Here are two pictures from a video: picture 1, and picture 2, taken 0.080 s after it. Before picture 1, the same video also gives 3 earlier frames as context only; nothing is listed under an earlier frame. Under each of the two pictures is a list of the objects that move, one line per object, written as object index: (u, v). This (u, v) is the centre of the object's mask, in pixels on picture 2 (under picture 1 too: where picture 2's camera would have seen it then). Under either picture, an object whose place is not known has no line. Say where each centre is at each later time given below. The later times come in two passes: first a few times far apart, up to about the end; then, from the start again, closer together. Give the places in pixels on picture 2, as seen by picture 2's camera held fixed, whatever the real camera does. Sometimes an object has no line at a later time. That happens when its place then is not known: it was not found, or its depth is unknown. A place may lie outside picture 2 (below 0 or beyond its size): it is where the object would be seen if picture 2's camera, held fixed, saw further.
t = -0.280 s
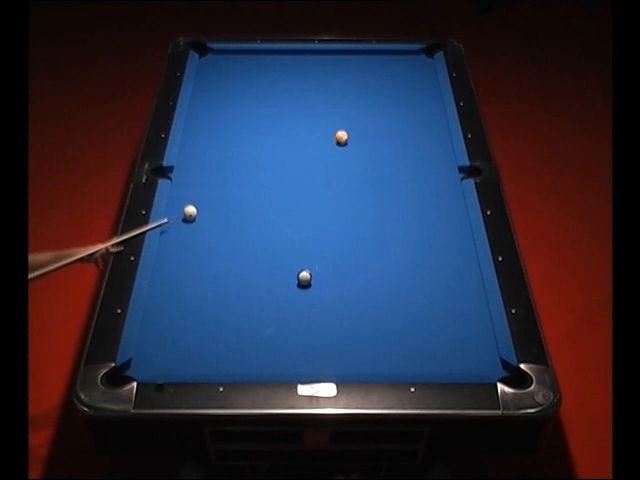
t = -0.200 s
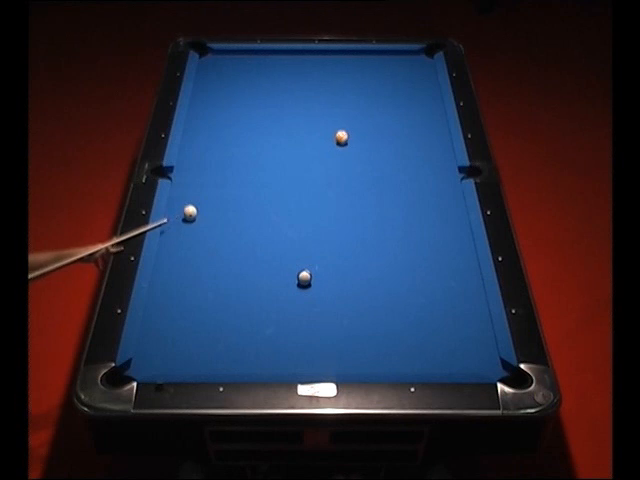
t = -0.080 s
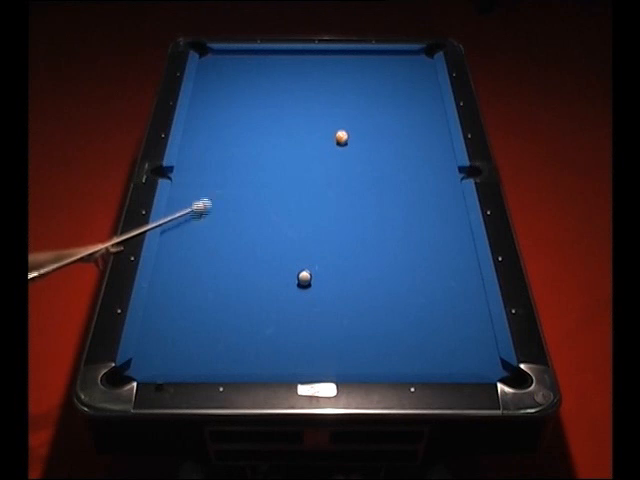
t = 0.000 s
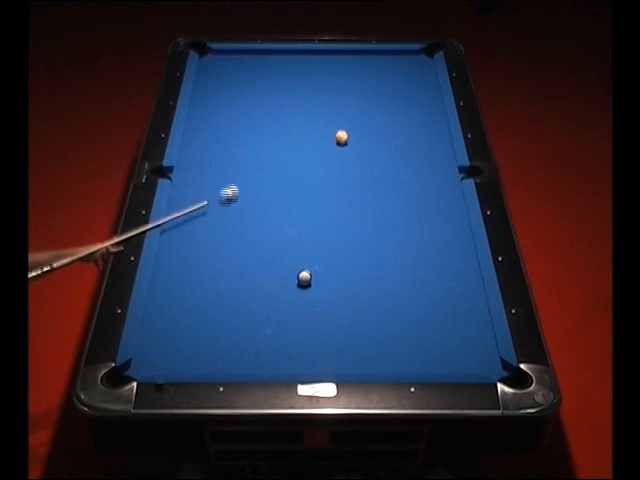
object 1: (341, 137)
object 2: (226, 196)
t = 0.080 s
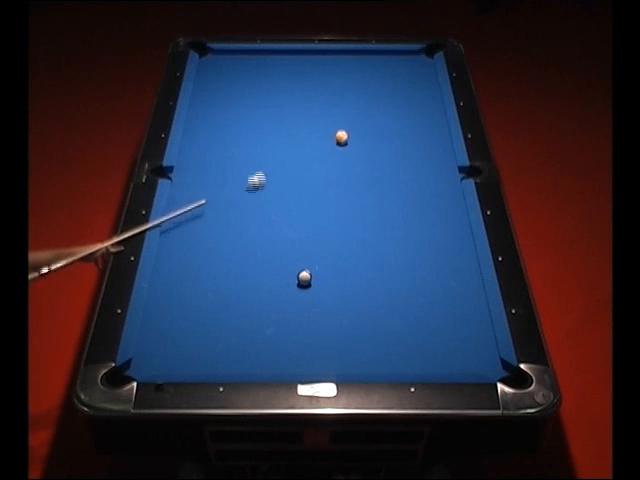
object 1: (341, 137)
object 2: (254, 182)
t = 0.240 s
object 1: (341, 137)
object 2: (303, 158)
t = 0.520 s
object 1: (362, 114)
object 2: (364, 145)
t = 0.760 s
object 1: (382, 91)
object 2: (404, 143)
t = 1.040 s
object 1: (403, 68)
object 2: (443, 140)
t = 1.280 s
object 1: (420, 53)
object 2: (421, 140)
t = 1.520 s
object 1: (422, 59)
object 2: (402, 140)
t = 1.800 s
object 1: (413, 64)
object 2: (380, 140)
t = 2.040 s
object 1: (404, 68)
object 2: (362, 140)
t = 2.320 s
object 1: (395, 73)
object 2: (342, 139)
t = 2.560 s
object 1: (388, 76)
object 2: (326, 139)
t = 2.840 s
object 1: (380, 80)
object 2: (309, 139)
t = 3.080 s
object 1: (373, 83)
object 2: (296, 138)
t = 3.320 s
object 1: (367, 86)
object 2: (283, 138)
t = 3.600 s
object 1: (361, 89)
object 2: (269, 138)
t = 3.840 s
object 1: (356, 91)
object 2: (258, 138)
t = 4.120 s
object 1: (351, 93)
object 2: (247, 138)
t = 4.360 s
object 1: (347, 94)
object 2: (238, 137)
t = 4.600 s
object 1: (345, 95)
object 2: (230, 137)
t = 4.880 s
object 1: (342, 96)
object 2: (222, 137)
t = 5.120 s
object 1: (341, 96)
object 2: (216, 136)
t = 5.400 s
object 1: (341, 96)
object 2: (210, 136)
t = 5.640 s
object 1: (341, 96)
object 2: (206, 136)
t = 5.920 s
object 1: (341, 96)
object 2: (202, 136)
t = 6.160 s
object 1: (341, 96)
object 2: (200, 136)
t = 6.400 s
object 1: (341, 96)
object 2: (199, 136)
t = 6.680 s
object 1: (341, 96)
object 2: (199, 136)
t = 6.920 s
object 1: (341, 96)
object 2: (199, 136)
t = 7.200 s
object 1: (341, 96)
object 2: (199, 136)
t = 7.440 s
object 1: (341, 96)
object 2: (199, 136)
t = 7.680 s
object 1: (341, 96)
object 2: (199, 136)
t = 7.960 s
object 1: (341, 96)
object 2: (199, 136)
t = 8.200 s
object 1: (341, 96)
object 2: (199, 135)
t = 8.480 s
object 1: (341, 96)
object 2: (199, 136)
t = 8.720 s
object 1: (341, 96)
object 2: (199, 136)
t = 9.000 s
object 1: (341, 96)
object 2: (199, 136)
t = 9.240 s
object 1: (341, 96)
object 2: (199, 136)
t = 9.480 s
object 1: (341, 96)
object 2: (199, 136)
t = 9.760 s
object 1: (341, 96)
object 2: (199, 135)
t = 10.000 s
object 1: (341, 96)
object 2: (199, 135)
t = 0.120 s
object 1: (341, 137)
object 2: (266, 176)
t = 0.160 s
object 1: (341, 137)
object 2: (279, 170)
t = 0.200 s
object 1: (341, 137)
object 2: (291, 164)
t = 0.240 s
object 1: (341, 137)
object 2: (303, 158)
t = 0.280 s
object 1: (341, 137)
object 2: (316, 153)
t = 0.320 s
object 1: (342, 137)
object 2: (327, 147)
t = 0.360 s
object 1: (345, 133)
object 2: (338, 143)
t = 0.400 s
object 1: (349, 129)
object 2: (345, 144)
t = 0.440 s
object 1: (353, 124)
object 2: (351, 145)
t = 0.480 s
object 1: (358, 119)
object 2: (357, 145)
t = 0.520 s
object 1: (362, 114)
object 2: (364, 145)
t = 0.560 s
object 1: (366, 110)
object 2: (371, 145)
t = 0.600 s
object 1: (369, 106)
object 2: (377, 145)
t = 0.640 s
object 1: (373, 102)
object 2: (384, 144)
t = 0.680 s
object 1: (375, 98)
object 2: (391, 144)
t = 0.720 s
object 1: (379, 95)
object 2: (398, 143)
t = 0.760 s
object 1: (382, 91)
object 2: (404, 143)
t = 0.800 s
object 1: (385, 88)
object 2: (411, 142)
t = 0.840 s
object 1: (388, 84)
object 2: (418, 142)
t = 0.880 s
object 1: (391, 81)
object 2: (424, 142)
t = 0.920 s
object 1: (394, 78)
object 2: (431, 141)
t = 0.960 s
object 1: (397, 74)
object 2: (437, 141)
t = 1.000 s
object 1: (400, 71)
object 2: (444, 141)
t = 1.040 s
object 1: (403, 68)
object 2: (443, 140)
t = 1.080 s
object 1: (406, 65)
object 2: (439, 140)
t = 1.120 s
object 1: (409, 62)
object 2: (435, 140)
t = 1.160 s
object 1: (411, 59)
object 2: (431, 140)
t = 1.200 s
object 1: (414, 55)
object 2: (428, 140)
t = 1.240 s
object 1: (417, 53)
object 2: (425, 140)
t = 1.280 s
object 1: (420, 53)
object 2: (421, 140)
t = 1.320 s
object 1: (423, 54)
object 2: (418, 140)
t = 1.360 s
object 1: (427, 55)
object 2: (414, 140)
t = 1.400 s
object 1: (427, 56)
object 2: (411, 140)
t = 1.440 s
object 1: (425, 57)
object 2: (408, 140)
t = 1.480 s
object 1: (424, 58)
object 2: (405, 140)
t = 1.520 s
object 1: (422, 59)
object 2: (402, 140)
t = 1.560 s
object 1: (421, 59)
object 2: (398, 140)
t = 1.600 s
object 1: (420, 60)
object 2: (395, 140)
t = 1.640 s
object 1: (418, 61)
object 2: (392, 140)
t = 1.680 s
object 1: (418, 61)
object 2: (389, 140)
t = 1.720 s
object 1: (416, 62)
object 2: (386, 140)
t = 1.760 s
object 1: (414, 63)
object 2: (383, 140)
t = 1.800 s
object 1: (413, 64)
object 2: (380, 140)
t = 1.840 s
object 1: (411, 65)
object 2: (377, 140)
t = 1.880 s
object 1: (410, 65)
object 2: (374, 140)
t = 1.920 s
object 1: (408, 66)
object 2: (371, 140)
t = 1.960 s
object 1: (407, 67)
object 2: (368, 140)
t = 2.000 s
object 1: (406, 68)
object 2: (365, 140)
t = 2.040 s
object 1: (404, 68)
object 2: (362, 140)
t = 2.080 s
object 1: (403, 69)
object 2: (359, 139)
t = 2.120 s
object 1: (401, 70)
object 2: (356, 139)
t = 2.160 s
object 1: (400, 70)
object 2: (353, 139)
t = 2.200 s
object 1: (399, 71)
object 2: (350, 139)
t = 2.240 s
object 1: (398, 72)
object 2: (348, 139)
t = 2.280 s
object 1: (397, 72)
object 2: (345, 139)
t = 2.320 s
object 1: (395, 73)
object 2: (342, 139)
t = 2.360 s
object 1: (394, 74)
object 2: (340, 139)
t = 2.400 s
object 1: (392, 74)
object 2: (337, 139)
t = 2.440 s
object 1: (391, 75)
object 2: (334, 139)
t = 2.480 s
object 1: (390, 75)
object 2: (332, 139)
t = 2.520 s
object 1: (389, 76)
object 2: (329, 139)
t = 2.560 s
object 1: (388, 76)
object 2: (326, 139)
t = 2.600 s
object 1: (387, 77)
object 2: (324, 139)
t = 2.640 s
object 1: (385, 77)
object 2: (321, 139)
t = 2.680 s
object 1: (384, 78)
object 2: (319, 139)
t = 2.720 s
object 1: (383, 78)
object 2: (317, 139)
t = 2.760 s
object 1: (382, 79)
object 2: (314, 139)
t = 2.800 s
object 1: (381, 80)
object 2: (311, 139)
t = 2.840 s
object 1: (380, 80)
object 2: (309, 139)
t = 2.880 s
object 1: (379, 80)
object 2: (307, 139)
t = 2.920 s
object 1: (377, 81)
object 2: (305, 139)
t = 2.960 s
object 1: (377, 81)
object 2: (302, 139)
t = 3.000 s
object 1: (375, 82)
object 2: (300, 138)
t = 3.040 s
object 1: (374, 83)
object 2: (298, 138)
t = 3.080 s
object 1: (373, 83)
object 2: (296, 138)
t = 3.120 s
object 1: (372, 83)
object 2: (293, 138)
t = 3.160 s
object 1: (371, 84)
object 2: (291, 138)
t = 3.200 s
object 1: (370, 85)
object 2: (289, 138)
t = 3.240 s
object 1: (369, 85)
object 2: (287, 138)
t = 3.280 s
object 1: (368, 86)
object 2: (285, 138)
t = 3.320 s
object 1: (367, 86)
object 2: (283, 138)
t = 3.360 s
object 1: (366, 86)
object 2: (281, 138)
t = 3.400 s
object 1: (365, 87)
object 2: (279, 138)
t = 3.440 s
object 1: (364, 87)
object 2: (277, 138)
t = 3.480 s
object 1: (363, 87)
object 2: (275, 138)
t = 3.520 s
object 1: (362, 88)
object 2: (273, 138)
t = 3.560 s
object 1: (361, 88)
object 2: (271, 138)
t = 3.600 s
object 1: (361, 89)
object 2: (269, 138)
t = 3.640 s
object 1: (360, 89)
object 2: (267, 138)
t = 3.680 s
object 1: (359, 89)
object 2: (265, 138)
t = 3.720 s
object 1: (358, 90)
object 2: (263, 138)
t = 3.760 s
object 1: (357, 90)
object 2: (262, 138)
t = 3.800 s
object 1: (357, 90)
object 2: (260, 138)
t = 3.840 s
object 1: (356, 91)
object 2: (258, 138)
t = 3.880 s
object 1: (355, 91)
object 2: (257, 138)
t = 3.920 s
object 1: (354, 91)
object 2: (255, 138)
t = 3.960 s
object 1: (354, 92)
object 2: (253, 138)
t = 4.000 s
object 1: (353, 92)
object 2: (252, 138)
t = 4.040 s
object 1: (352, 92)
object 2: (250, 138)
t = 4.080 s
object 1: (351, 92)
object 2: (248, 138)
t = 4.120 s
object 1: (351, 93)
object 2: (247, 138)
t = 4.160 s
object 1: (350, 93)
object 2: (245, 138)
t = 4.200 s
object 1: (350, 93)
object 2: (243, 138)
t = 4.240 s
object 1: (349, 93)
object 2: (242, 137)
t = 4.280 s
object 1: (349, 94)
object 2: (240, 138)
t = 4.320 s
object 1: (348, 94)
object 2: (239, 137)
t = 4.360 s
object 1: (347, 94)
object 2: (238, 137)
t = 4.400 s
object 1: (347, 94)
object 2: (236, 137)
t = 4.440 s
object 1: (346, 94)
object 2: (235, 137)
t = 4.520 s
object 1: (345, 95)
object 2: (232, 137)
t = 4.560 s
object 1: (345, 95)
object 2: (231, 137)
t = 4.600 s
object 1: (345, 95)
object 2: (230, 137)
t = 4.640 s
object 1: (344, 95)
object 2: (229, 137)
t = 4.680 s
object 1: (344, 95)
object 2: (227, 137)
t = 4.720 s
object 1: (343, 96)
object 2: (226, 137)
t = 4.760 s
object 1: (343, 96)
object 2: (225, 137)
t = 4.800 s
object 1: (343, 96)
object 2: (224, 137)
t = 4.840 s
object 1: (343, 96)
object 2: (223, 137)
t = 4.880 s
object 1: (342, 96)
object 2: (222, 137)
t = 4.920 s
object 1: (342, 96)
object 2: (221, 137)
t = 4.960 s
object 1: (342, 96)
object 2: (220, 137)
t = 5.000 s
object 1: (342, 96)
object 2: (219, 137)
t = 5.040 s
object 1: (342, 96)
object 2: (218, 137)
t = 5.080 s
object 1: (341, 96)
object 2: (217, 137)
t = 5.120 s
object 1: (341, 96)
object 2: (216, 136)
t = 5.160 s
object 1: (341, 96)
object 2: (215, 137)
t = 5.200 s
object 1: (341, 96)
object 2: (214, 136)
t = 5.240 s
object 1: (341, 96)
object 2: (213, 136)
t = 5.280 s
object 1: (341, 96)
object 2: (212, 137)
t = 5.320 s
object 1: (341, 96)
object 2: (211, 137)
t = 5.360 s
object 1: (341, 96)
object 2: (211, 136)
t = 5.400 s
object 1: (341, 96)
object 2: (210, 136)
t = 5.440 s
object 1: (341, 96)
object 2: (209, 136)
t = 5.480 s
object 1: (341, 96)
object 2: (209, 136)
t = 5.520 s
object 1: (341, 96)
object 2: (208, 136)
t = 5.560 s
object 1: (341, 96)
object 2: (207, 136)
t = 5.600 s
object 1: (341, 96)
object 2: (206, 136)
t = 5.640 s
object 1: (341, 96)
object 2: (206, 136)
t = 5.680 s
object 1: (341, 96)
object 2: (205, 136)
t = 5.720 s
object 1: (341, 96)
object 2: (205, 136)
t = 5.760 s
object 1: (341, 96)
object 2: (204, 136)
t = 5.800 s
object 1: (341, 96)
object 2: (204, 136)
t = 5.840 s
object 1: (341, 96)
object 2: (203, 136)
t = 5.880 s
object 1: (341, 96)
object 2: (203, 136)
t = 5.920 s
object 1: (341, 96)
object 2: (202, 136)
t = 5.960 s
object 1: (341, 96)
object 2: (202, 136)
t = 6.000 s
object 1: (341, 96)
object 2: (202, 136)
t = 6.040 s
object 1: (341, 96)
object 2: (201, 136)
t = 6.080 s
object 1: (341, 96)
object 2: (201, 136)
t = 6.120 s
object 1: (341, 96)
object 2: (201, 136)
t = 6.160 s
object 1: (341, 96)
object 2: (200, 136)
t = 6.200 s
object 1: (341, 96)
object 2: (200, 136)
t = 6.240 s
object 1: (341, 96)
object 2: (200, 136)
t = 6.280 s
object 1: (341, 96)
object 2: (200, 136)
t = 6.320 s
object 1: (341, 96)
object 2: (200, 136)
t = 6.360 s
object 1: (341, 96)
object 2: (199, 136)
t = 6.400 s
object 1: (341, 96)
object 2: (199, 136)
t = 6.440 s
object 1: (341, 96)
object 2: (199, 136)
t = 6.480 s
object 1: (341, 96)
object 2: (199, 136)
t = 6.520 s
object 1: (341, 96)
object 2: (199, 136)
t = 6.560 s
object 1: (341, 96)
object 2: (199, 136)
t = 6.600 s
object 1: (341, 96)
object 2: (199, 136)
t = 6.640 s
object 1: (341, 96)
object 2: (199, 136)
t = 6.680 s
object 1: (341, 96)
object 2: (199, 136)
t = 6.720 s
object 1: (341, 96)
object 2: (199, 136)
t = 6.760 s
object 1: (341, 96)
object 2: (199, 136)
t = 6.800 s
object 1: (341, 96)
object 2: (199, 136)
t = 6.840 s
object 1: (341, 96)
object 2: (199, 136)
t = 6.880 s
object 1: (341, 96)
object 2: (199, 136)
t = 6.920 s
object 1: (341, 96)
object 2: (199, 136)
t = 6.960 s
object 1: (341, 96)
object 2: (199, 136)
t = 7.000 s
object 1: (341, 96)
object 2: (199, 136)
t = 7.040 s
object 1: (341, 96)
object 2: (199, 136)
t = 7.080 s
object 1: (341, 96)
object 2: (199, 136)
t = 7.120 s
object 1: (341, 96)
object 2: (199, 136)
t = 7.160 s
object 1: (341, 96)
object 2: (199, 136)
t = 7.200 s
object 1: (341, 96)
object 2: (199, 136)
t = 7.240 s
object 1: (341, 96)
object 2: (199, 136)
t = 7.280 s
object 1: (341, 96)
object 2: (199, 136)
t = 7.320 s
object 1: (341, 96)
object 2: (199, 136)
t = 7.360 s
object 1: (341, 96)
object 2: (199, 136)
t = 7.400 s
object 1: (341, 96)
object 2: (199, 136)
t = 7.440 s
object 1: (341, 96)
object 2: (199, 136)
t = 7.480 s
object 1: (341, 96)
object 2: (199, 136)
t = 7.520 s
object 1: (341, 96)
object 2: (199, 136)
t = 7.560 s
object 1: (341, 96)
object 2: (199, 136)
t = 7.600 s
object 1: (341, 96)
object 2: (199, 136)
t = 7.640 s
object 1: (341, 96)
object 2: (199, 136)
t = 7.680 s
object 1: (341, 96)
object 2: (199, 136)
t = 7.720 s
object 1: (341, 96)
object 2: (199, 136)
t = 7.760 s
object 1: (341, 96)
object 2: (199, 136)
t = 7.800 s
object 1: (341, 96)
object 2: (199, 136)
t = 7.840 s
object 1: (341, 96)
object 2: (199, 136)
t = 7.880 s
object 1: (341, 96)
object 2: (199, 136)
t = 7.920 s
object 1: (341, 96)
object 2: (199, 136)
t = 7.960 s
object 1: (341, 96)
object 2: (199, 136)
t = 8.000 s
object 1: (341, 96)
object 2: (199, 136)
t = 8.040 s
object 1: (341, 96)
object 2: (199, 136)
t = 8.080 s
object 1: (341, 96)
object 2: (199, 136)
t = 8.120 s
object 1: (341, 96)
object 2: (199, 136)
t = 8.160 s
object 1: (341, 96)
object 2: (199, 136)
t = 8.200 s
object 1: (341, 96)
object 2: (199, 135)
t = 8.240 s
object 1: (341, 97)
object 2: (199, 136)
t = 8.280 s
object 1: (341, 96)
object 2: (199, 136)
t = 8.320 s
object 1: (341, 96)
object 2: (199, 136)
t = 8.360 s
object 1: (341, 96)
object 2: (199, 136)
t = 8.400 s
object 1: (341, 96)
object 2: (199, 136)
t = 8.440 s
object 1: (341, 96)
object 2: (199, 136)
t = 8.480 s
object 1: (341, 96)
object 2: (199, 136)
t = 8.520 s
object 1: (341, 96)
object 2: (199, 136)
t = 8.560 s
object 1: (341, 96)
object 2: (199, 136)
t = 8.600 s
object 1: (341, 96)
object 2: (199, 136)
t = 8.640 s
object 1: (341, 96)
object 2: (199, 136)
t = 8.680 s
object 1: (341, 96)
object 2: (199, 136)
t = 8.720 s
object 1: (341, 96)
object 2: (199, 136)
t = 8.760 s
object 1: (341, 96)
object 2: (199, 136)
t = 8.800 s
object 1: (341, 96)
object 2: (199, 136)
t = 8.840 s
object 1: (341, 96)
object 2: (199, 136)
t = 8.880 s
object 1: (341, 96)
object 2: (199, 136)
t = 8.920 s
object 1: (341, 96)
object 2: (199, 136)
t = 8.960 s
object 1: (341, 96)
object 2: (199, 136)
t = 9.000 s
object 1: (341, 96)
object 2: (199, 136)
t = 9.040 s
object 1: (341, 96)
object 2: (199, 136)
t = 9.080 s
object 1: (341, 96)
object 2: (199, 136)
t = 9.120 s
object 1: (341, 96)
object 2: (199, 136)
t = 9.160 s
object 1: (341, 96)
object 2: (199, 136)
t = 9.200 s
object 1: (341, 96)
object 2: (199, 136)
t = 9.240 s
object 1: (341, 96)
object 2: (199, 136)
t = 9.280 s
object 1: (341, 96)
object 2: (199, 136)
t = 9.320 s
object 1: (341, 96)
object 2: (199, 136)
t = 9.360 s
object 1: (341, 96)
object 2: (199, 136)
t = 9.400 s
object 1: (341, 96)
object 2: (199, 136)
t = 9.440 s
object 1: (341, 96)
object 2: (199, 136)
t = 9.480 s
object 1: (341, 96)
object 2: (199, 136)
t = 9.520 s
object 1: (341, 96)
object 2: (199, 136)
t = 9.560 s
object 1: (341, 96)
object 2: (199, 136)
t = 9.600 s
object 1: (341, 96)
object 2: (199, 136)
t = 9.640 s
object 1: (341, 96)
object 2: (199, 135)
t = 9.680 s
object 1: (341, 96)
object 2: (199, 135)
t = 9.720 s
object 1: (341, 96)
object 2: (199, 135)
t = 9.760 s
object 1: (341, 96)
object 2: (199, 135)
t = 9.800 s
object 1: (341, 96)
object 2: (199, 135)
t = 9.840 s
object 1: (341, 96)
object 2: (199, 135)
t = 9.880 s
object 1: (341, 96)
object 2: (199, 135)
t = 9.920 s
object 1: (341, 96)
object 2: (199, 135)
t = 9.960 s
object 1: (341, 96)
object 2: (199, 135)
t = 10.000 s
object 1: (341, 96)
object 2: (199, 135)
